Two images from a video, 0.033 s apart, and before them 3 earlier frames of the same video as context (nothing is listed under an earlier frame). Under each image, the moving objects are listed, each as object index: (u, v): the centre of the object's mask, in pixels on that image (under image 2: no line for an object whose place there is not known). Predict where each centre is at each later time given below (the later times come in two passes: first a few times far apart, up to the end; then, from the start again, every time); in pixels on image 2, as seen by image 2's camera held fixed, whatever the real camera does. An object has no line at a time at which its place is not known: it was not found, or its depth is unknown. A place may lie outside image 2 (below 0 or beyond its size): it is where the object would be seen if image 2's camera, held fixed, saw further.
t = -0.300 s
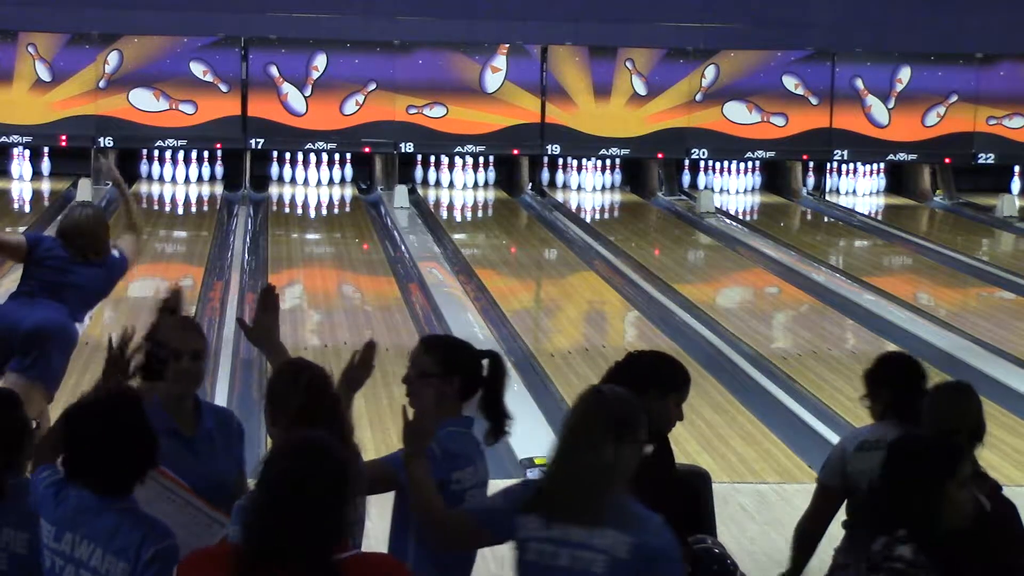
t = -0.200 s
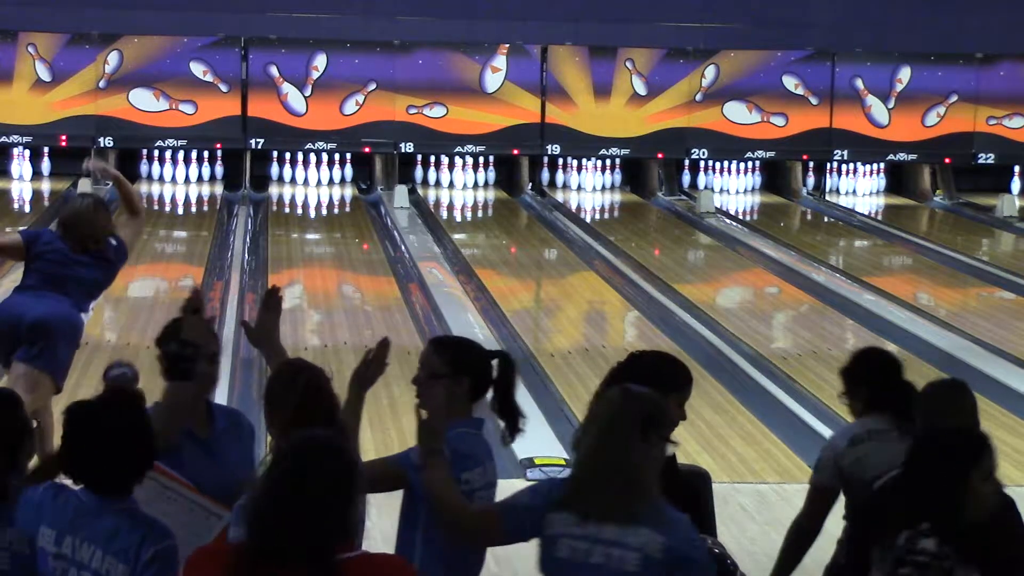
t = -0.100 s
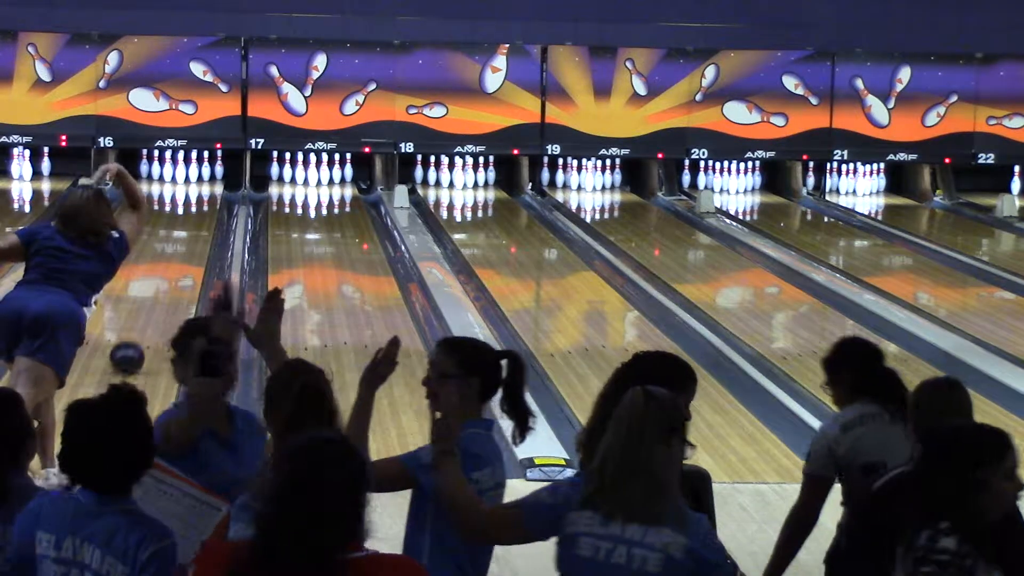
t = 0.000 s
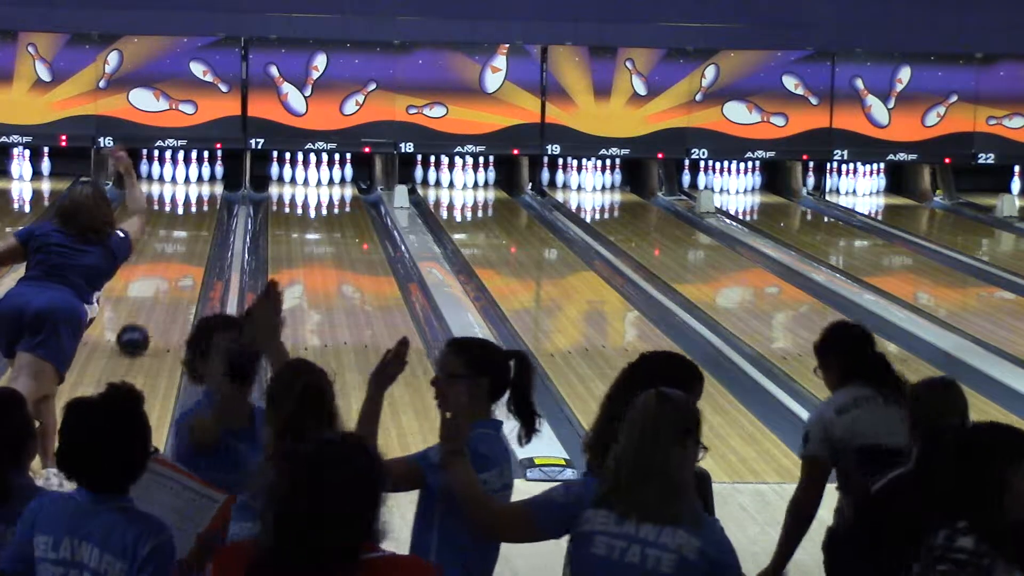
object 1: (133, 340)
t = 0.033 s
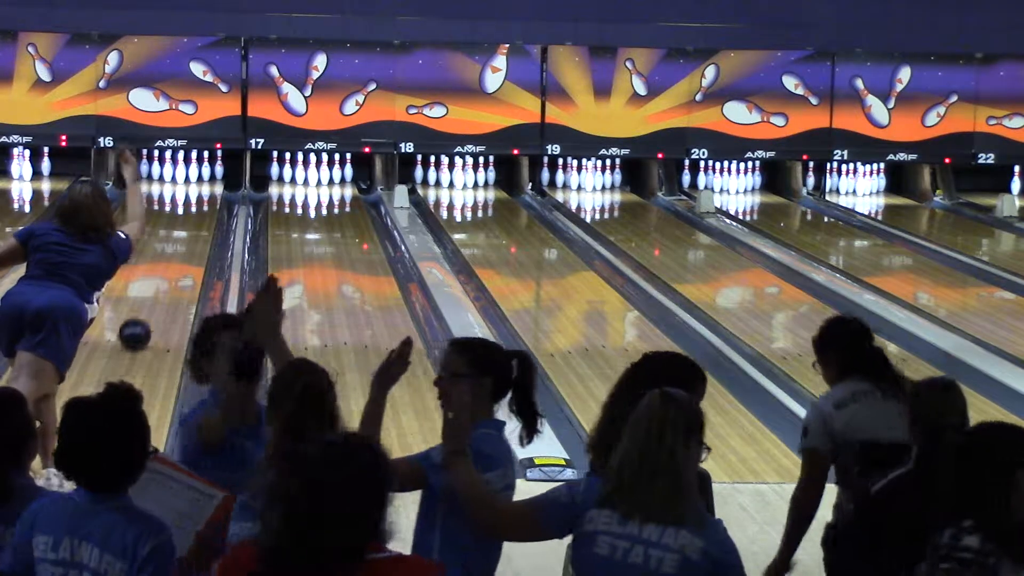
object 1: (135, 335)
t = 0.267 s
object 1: (146, 301)
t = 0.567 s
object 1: (156, 265)
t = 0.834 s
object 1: (163, 240)
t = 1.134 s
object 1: (170, 217)
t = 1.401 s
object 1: (174, 199)
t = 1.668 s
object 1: (175, 185)
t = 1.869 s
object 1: (174, 176)
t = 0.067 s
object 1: (137, 330)
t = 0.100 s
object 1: (138, 324)
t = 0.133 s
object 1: (140, 319)
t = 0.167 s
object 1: (141, 315)
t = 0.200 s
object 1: (143, 310)
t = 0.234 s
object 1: (147, 306)
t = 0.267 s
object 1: (146, 301)
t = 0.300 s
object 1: (147, 297)
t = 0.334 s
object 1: (148, 292)
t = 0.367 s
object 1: (150, 288)
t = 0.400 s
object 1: (151, 284)
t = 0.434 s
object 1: (152, 280)
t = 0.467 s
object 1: (153, 276)
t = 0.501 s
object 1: (154, 272)
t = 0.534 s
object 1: (155, 269)
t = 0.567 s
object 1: (156, 265)
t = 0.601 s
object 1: (157, 262)
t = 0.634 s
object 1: (158, 259)
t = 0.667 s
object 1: (159, 256)
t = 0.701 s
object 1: (160, 252)
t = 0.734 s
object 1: (161, 249)
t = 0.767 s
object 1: (162, 246)
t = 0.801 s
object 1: (163, 243)
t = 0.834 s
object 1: (163, 240)
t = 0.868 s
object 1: (164, 237)
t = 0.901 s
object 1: (165, 234)
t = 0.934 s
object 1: (166, 232)
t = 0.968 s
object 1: (166, 230)
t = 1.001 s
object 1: (167, 228)
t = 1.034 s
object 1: (168, 224)
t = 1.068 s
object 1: (168, 222)
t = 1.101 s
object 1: (169, 220)
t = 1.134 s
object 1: (170, 217)
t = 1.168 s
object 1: (170, 215)
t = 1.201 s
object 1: (171, 212)
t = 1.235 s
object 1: (172, 210)
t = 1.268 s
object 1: (172, 208)
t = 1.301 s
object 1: (172, 206)
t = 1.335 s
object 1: (173, 204)
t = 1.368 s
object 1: (173, 201)
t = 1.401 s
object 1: (174, 199)
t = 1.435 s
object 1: (174, 197)
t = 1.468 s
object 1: (174, 196)
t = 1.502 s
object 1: (175, 194)
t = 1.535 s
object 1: (175, 192)
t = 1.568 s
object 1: (175, 190)
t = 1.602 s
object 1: (175, 189)
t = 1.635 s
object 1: (175, 187)
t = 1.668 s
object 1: (175, 185)
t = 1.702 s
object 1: (175, 183)
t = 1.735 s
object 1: (175, 182)
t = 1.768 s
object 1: (175, 180)
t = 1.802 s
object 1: (175, 179)
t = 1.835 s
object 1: (175, 178)
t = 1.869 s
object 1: (174, 176)
